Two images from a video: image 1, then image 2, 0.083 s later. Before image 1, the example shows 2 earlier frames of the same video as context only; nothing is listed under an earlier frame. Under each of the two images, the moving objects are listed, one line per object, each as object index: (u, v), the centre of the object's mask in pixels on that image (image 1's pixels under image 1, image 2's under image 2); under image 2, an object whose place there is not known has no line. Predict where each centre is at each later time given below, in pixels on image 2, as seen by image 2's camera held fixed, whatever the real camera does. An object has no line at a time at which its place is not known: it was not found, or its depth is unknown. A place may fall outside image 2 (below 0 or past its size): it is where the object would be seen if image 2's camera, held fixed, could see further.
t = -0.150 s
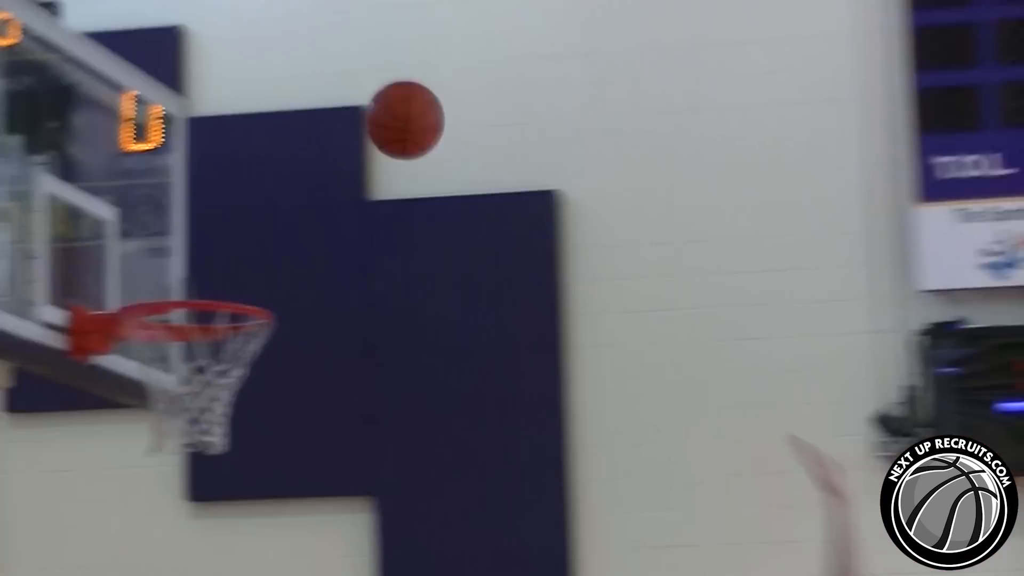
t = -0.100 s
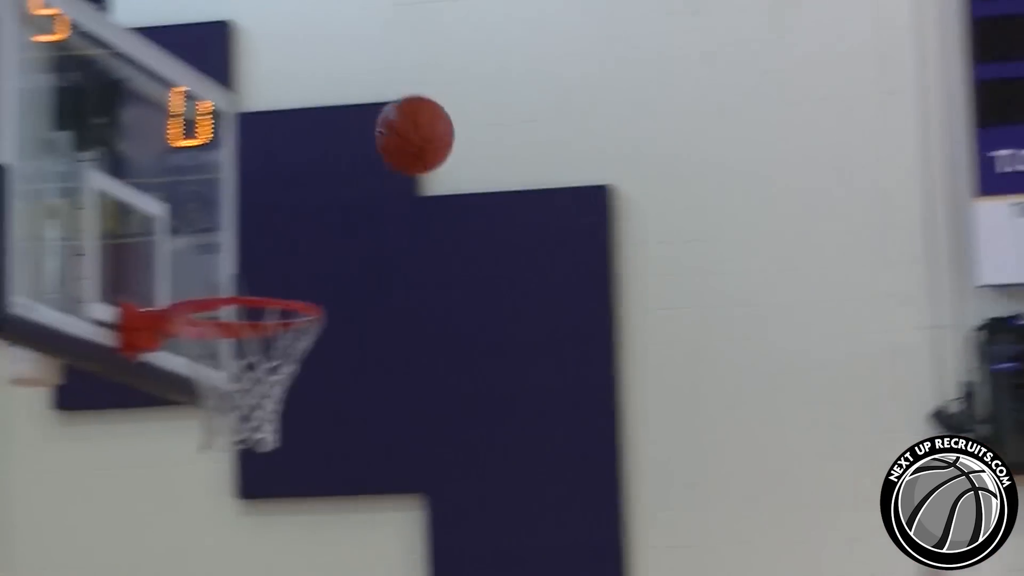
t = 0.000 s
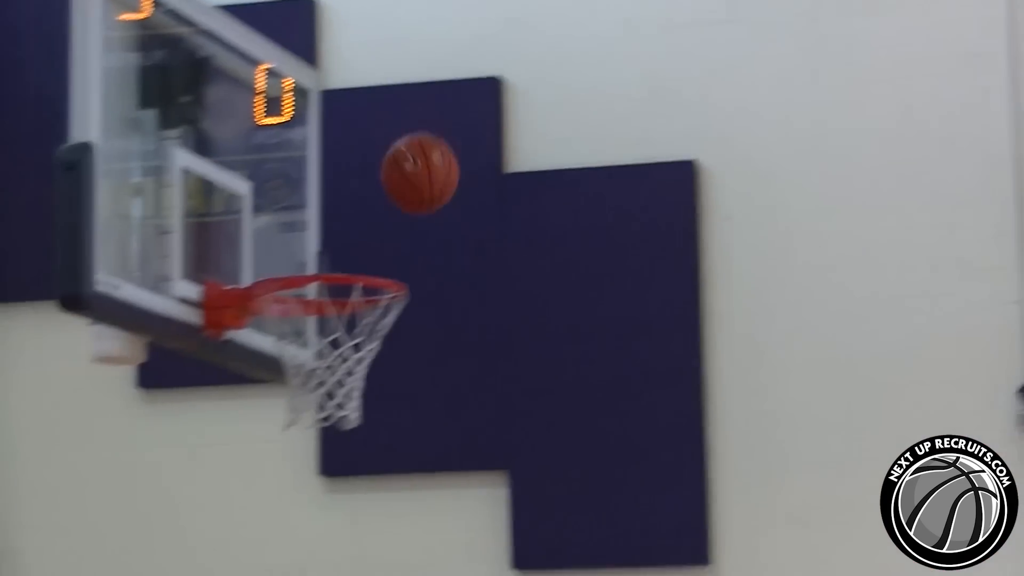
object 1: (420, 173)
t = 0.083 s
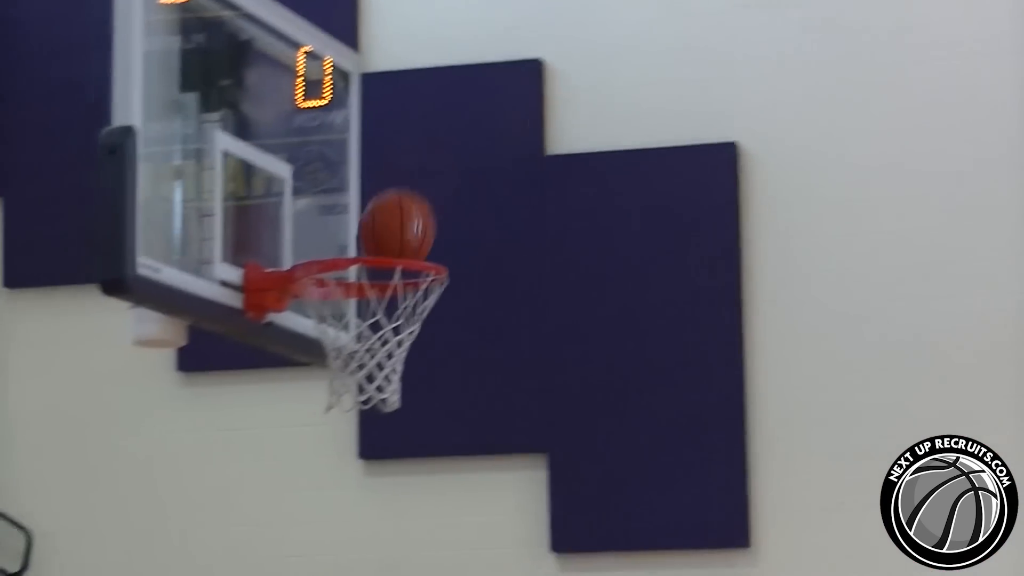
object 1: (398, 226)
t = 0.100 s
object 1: (387, 235)
